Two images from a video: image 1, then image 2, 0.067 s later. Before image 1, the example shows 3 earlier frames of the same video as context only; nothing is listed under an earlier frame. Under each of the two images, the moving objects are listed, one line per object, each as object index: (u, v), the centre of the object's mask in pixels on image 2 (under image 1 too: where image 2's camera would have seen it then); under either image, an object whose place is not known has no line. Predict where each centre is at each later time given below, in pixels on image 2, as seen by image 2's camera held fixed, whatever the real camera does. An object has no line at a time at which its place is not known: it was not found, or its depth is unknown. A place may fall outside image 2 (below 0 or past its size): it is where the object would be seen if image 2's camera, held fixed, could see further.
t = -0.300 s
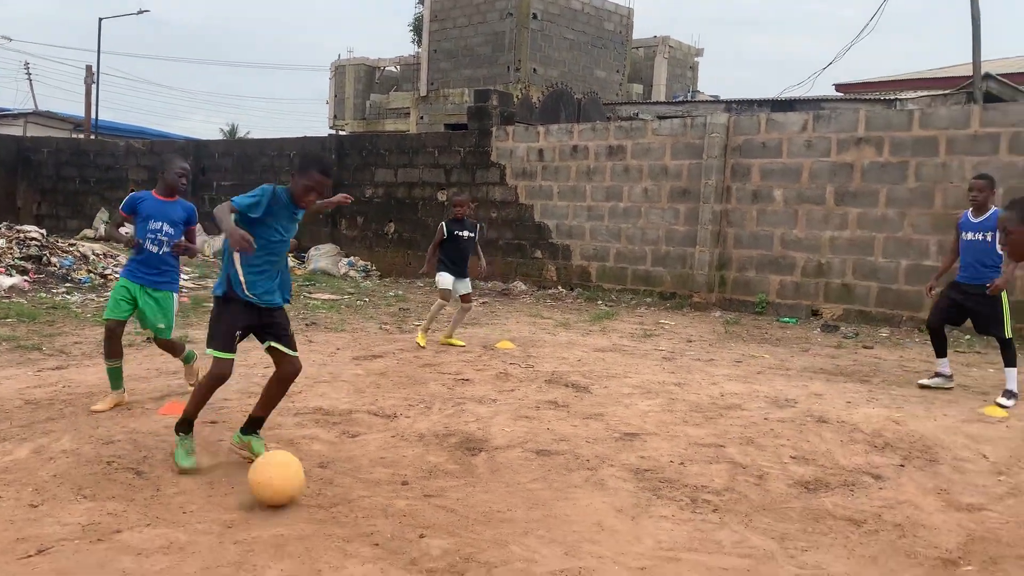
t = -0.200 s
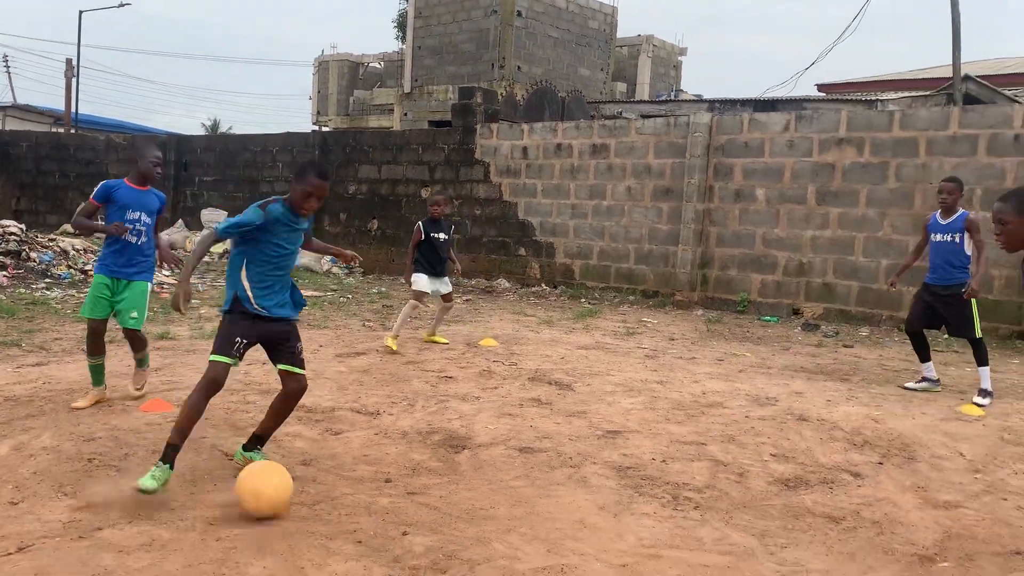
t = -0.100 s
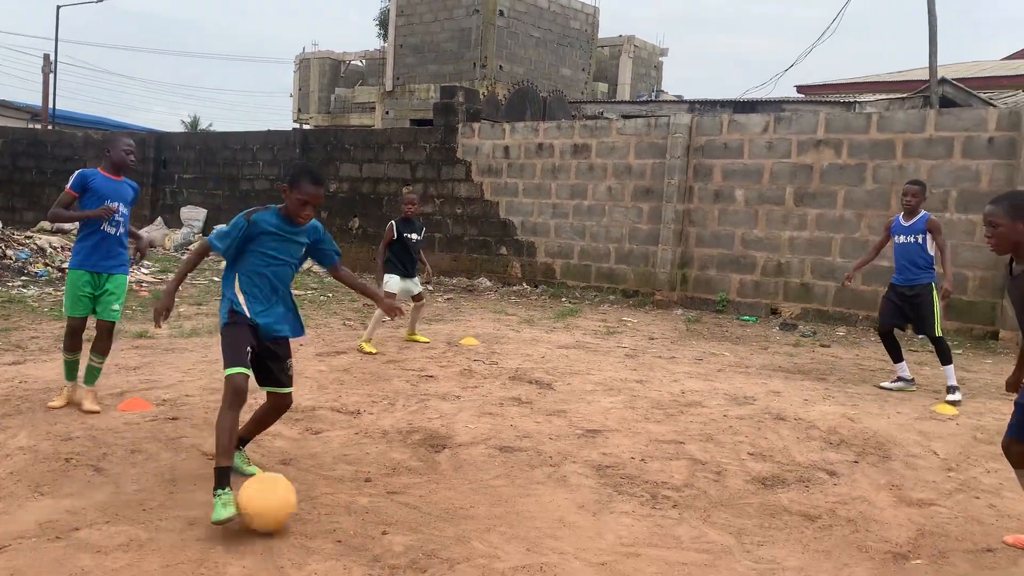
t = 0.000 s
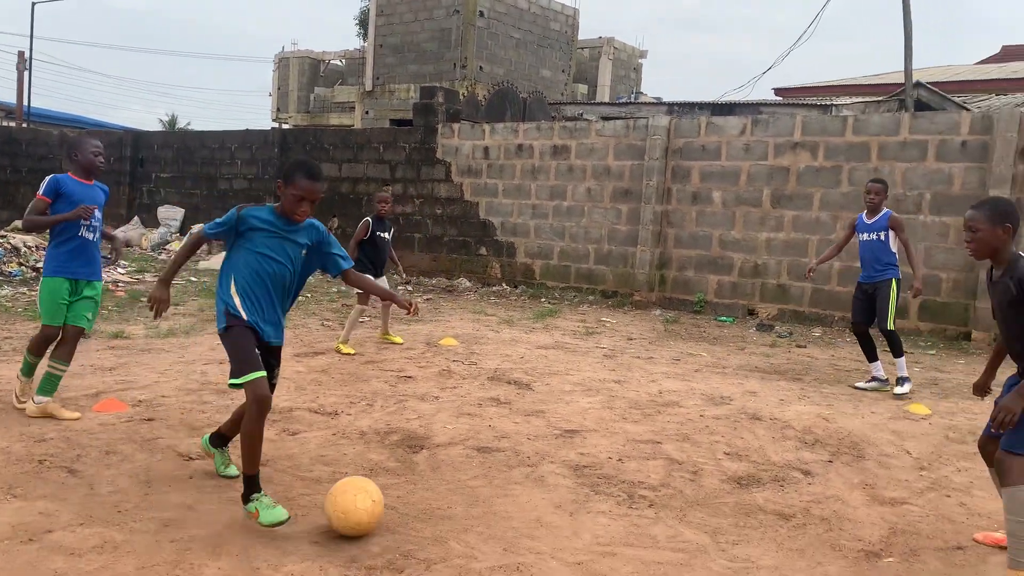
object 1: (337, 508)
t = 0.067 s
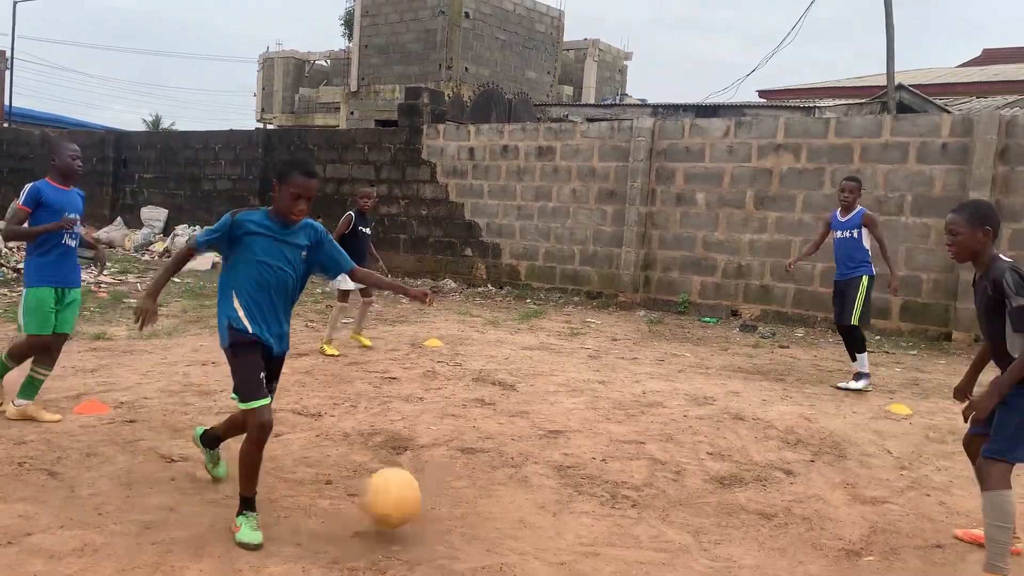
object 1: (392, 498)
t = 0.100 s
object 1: (418, 495)
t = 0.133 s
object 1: (444, 495)
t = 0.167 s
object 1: (470, 498)
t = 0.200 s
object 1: (495, 506)
